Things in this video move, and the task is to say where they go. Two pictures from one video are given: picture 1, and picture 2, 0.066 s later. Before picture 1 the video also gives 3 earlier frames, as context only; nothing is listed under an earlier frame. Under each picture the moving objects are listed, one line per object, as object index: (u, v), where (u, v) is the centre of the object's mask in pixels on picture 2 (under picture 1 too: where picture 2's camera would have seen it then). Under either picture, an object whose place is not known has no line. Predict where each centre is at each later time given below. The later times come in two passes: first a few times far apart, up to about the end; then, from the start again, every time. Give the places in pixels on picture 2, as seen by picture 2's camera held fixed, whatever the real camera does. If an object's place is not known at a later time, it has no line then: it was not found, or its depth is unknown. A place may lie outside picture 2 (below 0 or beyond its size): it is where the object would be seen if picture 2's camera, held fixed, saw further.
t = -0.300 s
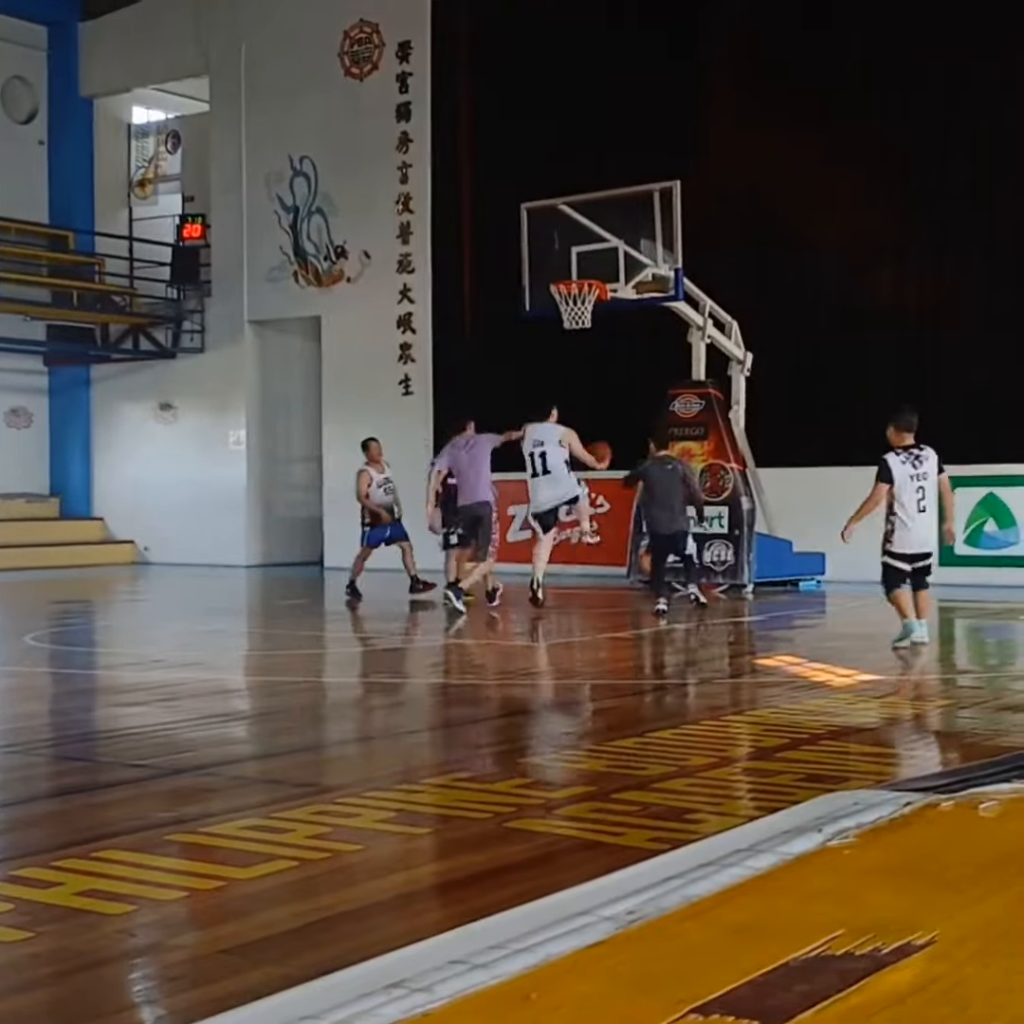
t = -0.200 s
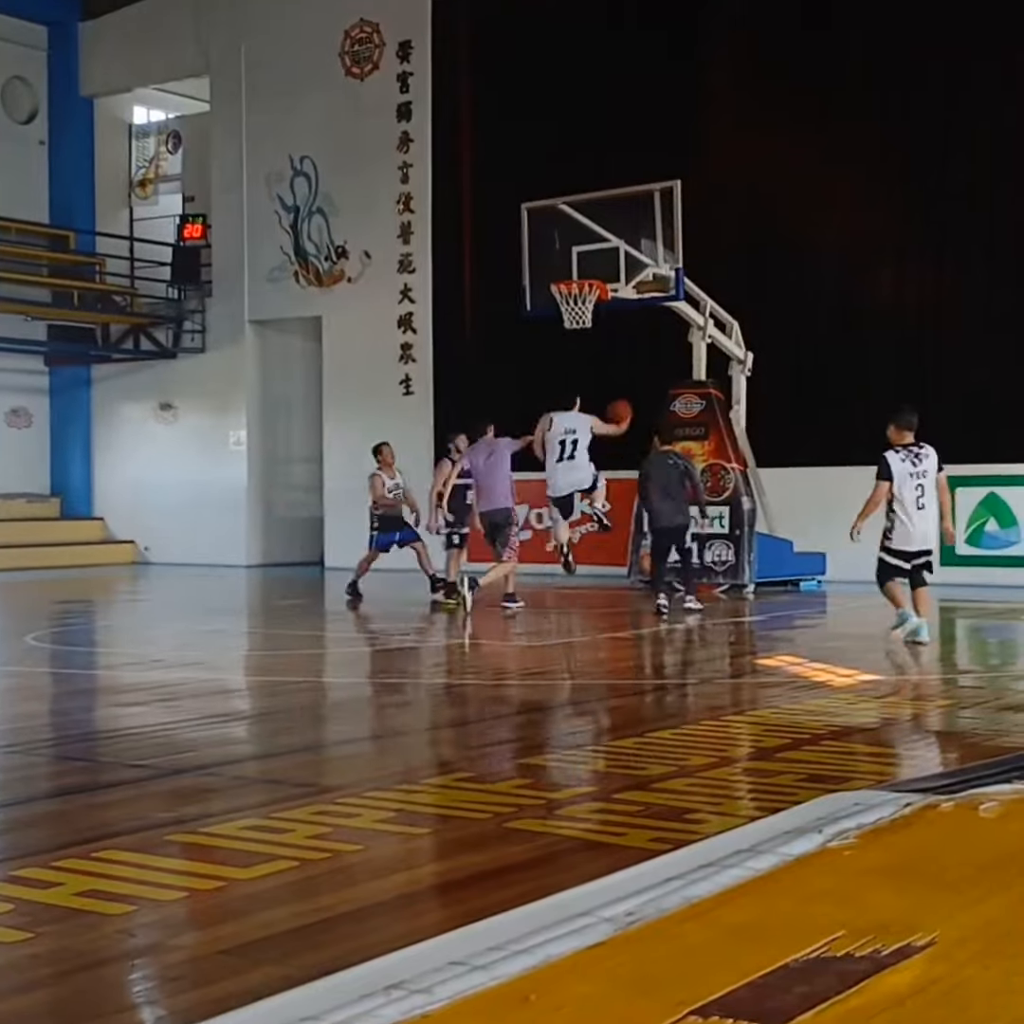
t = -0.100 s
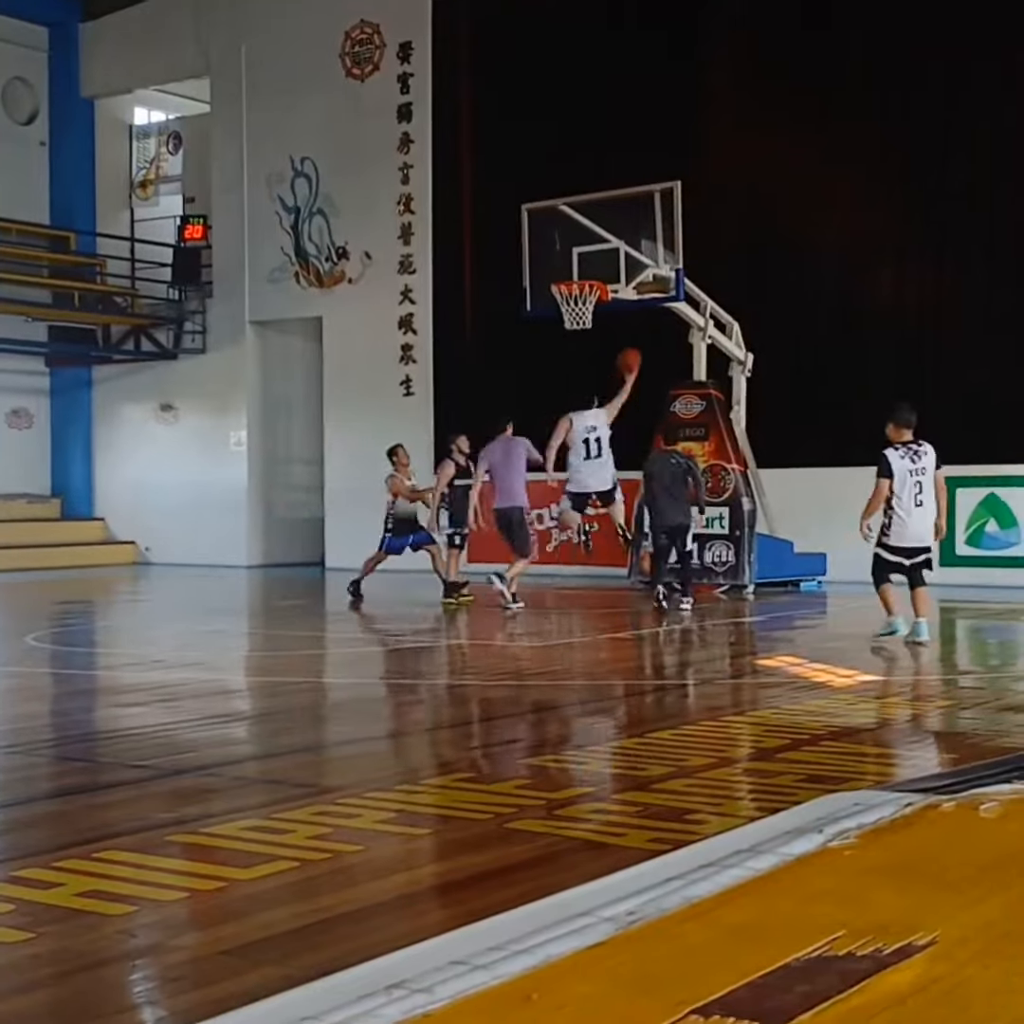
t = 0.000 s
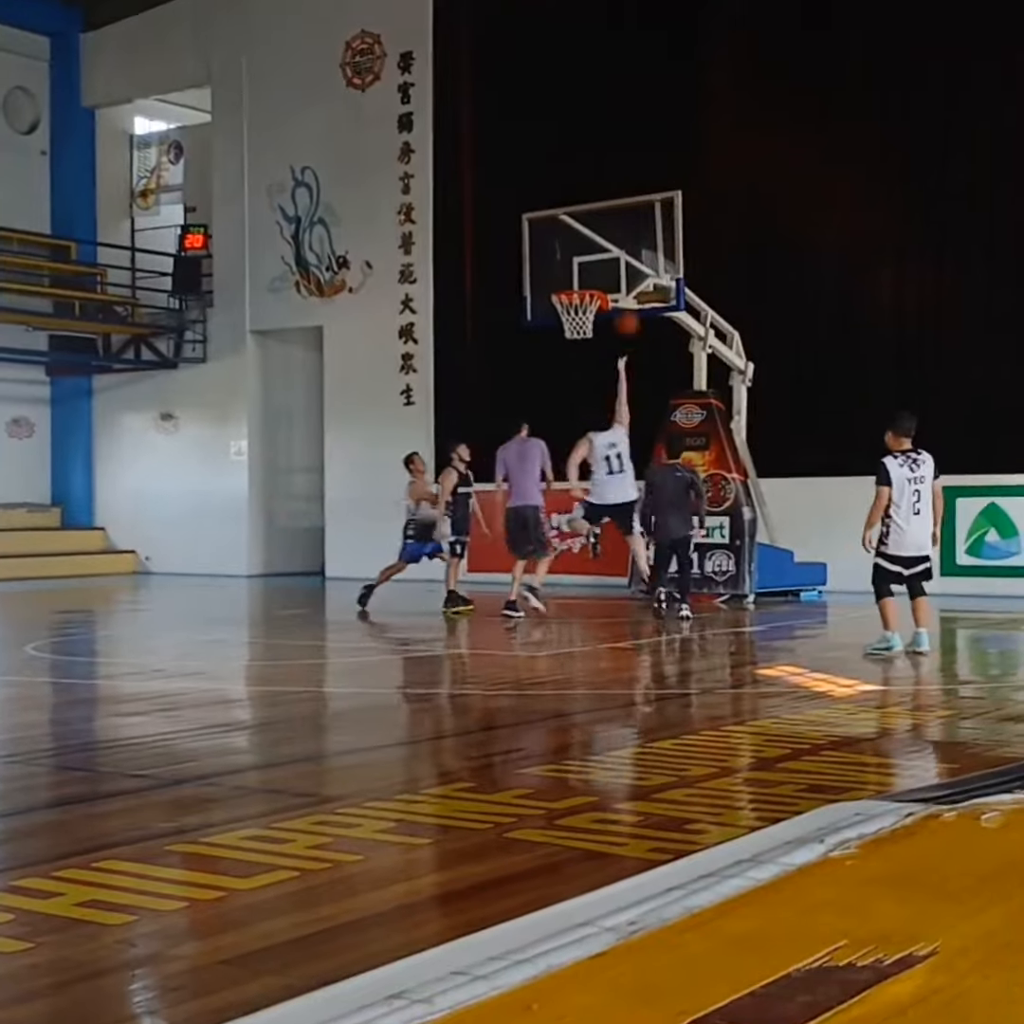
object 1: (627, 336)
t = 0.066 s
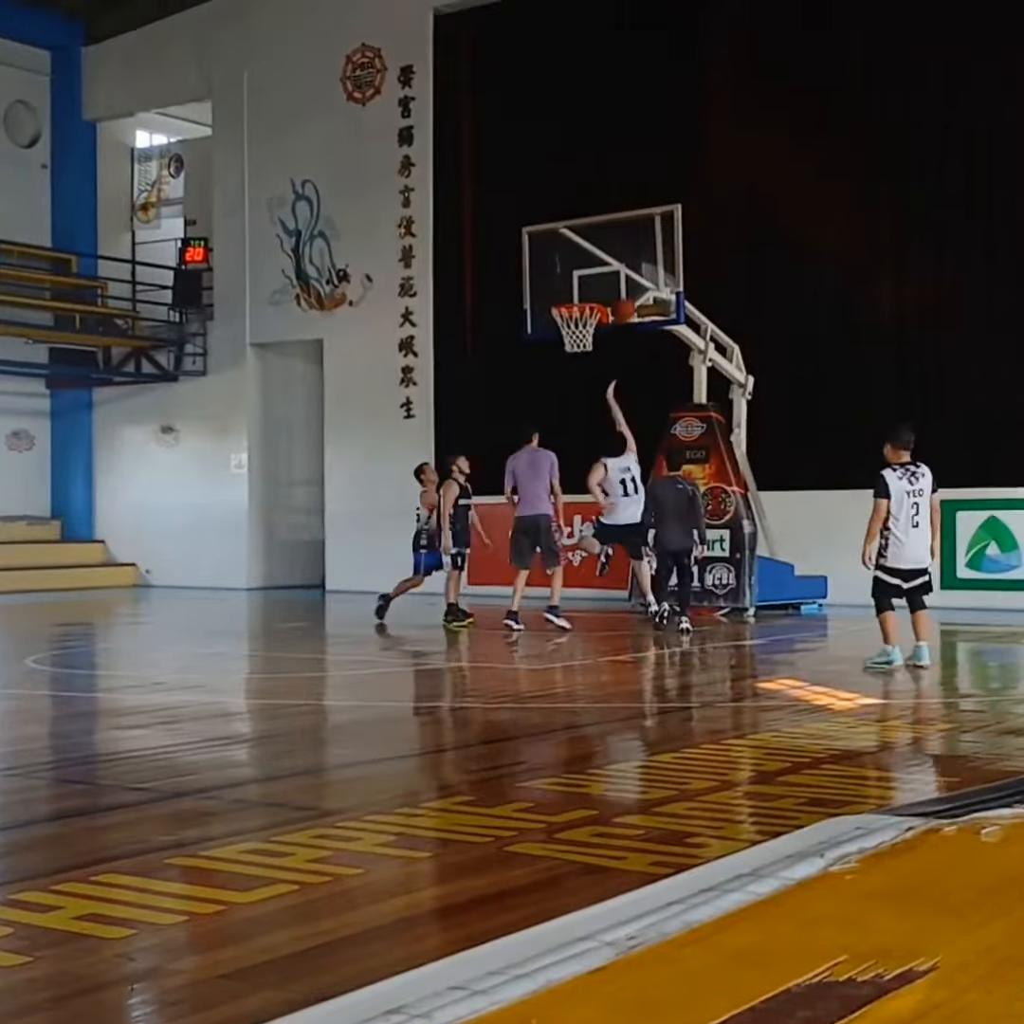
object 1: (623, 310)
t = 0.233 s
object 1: (617, 265)
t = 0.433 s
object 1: (610, 252)
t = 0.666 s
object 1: (595, 268)
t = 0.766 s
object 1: (588, 290)
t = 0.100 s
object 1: (624, 298)
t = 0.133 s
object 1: (623, 289)
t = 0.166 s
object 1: (620, 280)
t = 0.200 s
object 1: (618, 272)
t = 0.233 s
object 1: (617, 265)
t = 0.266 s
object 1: (616, 259)
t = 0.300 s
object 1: (614, 256)
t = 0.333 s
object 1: (613, 252)
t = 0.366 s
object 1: (612, 252)
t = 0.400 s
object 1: (611, 251)
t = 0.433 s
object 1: (610, 252)
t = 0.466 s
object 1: (608, 251)
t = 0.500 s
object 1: (606, 251)
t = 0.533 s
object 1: (604, 251)
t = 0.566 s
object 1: (602, 253)
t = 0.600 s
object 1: (600, 256)
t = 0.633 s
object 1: (598, 262)
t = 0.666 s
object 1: (595, 268)
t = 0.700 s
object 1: (592, 277)
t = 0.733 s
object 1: (591, 283)
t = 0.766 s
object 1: (588, 290)
